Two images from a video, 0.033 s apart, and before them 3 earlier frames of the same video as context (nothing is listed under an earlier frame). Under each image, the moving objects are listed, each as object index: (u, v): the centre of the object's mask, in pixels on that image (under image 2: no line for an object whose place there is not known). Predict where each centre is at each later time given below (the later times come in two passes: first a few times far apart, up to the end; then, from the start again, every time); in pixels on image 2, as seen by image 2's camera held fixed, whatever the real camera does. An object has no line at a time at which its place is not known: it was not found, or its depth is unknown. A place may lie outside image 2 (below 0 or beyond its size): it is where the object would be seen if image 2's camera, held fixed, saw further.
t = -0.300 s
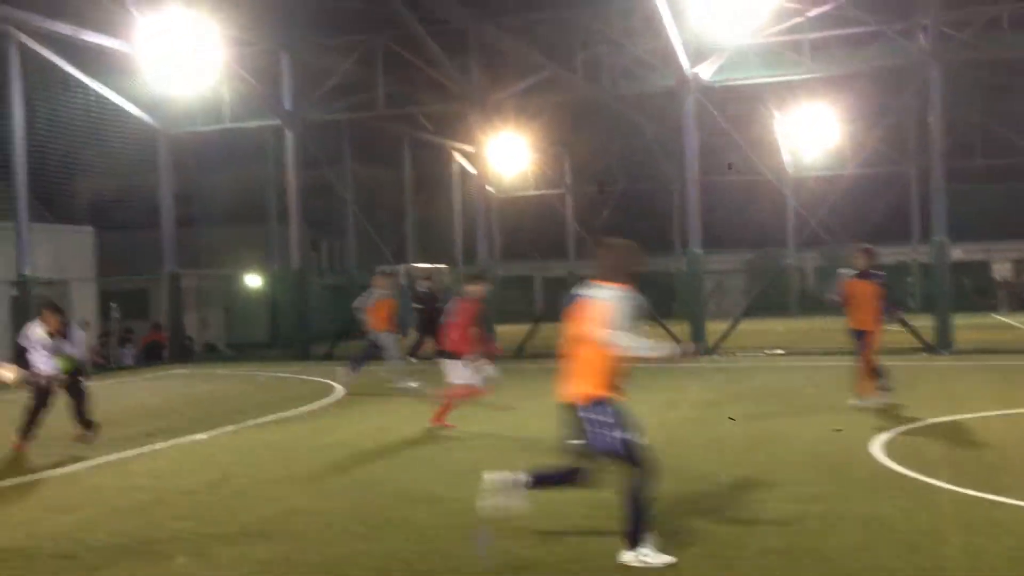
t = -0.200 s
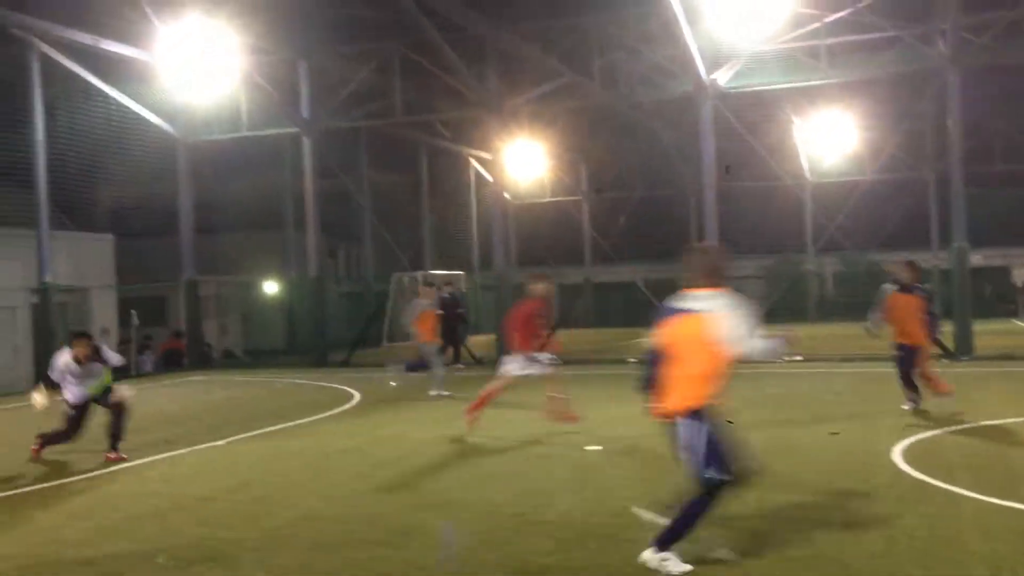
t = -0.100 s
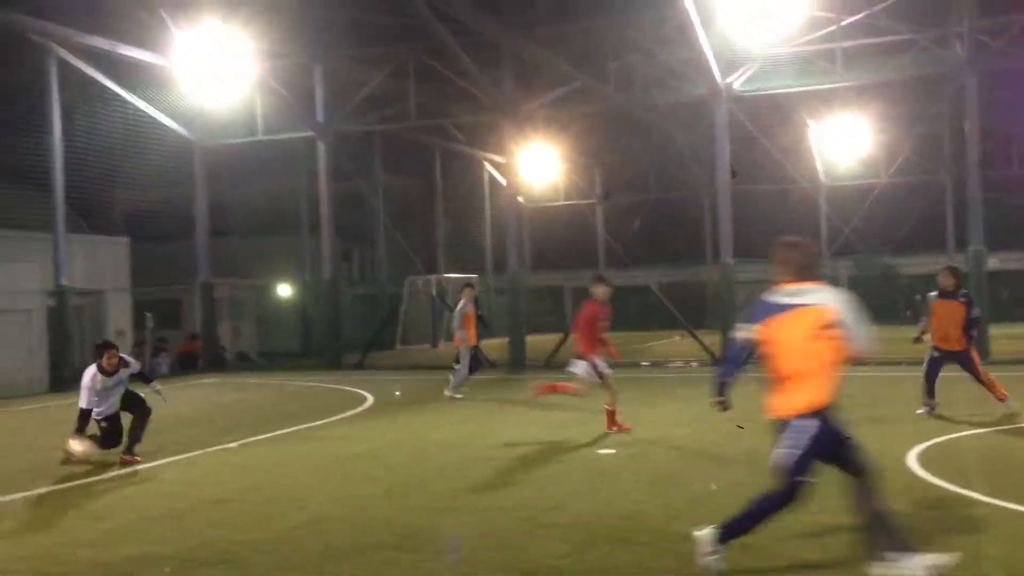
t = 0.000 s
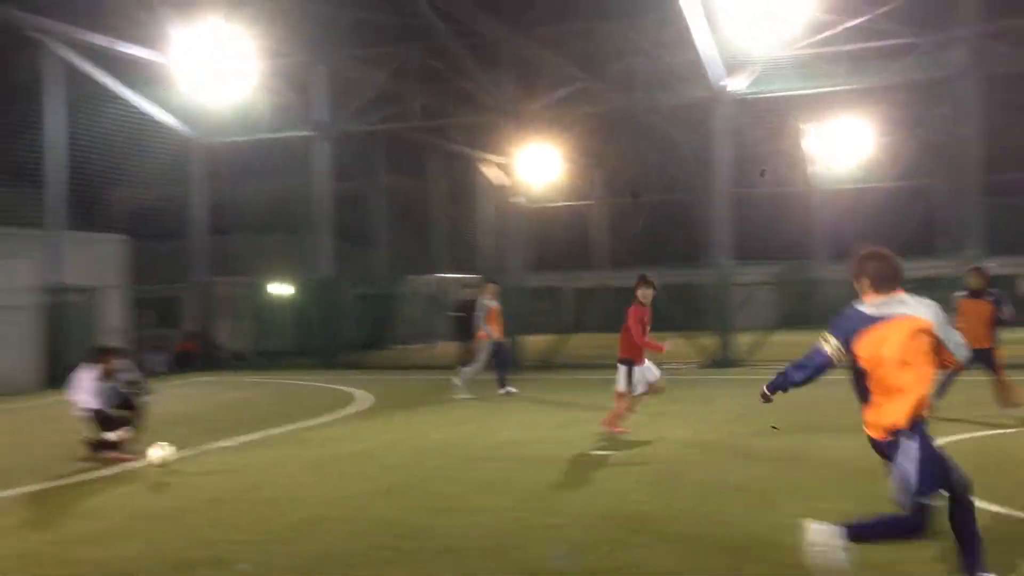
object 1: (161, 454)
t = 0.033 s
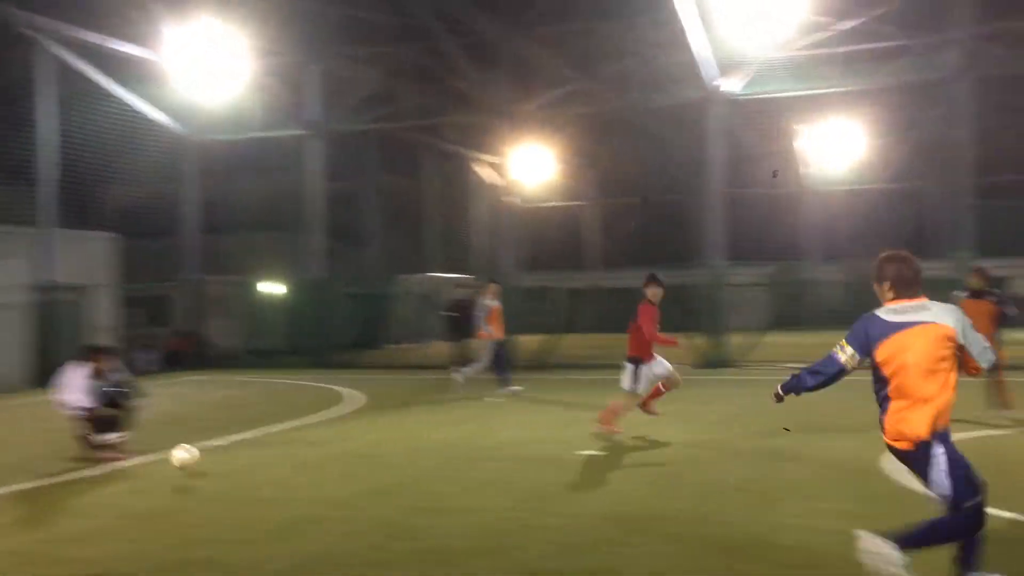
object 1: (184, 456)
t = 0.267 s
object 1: (451, 494)
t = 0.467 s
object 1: (740, 532)
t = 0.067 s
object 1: (218, 462)
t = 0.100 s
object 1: (256, 471)
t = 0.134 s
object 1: (293, 479)
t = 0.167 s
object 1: (329, 482)
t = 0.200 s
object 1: (367, 484)
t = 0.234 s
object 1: (410, 488)
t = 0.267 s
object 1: (451, 494)
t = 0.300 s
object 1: (495, 503)
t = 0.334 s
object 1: (541, 507)
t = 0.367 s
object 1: (587, 512)
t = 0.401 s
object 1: (636, 519)
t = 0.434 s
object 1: (688, 528)
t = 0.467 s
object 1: (740, 532)
